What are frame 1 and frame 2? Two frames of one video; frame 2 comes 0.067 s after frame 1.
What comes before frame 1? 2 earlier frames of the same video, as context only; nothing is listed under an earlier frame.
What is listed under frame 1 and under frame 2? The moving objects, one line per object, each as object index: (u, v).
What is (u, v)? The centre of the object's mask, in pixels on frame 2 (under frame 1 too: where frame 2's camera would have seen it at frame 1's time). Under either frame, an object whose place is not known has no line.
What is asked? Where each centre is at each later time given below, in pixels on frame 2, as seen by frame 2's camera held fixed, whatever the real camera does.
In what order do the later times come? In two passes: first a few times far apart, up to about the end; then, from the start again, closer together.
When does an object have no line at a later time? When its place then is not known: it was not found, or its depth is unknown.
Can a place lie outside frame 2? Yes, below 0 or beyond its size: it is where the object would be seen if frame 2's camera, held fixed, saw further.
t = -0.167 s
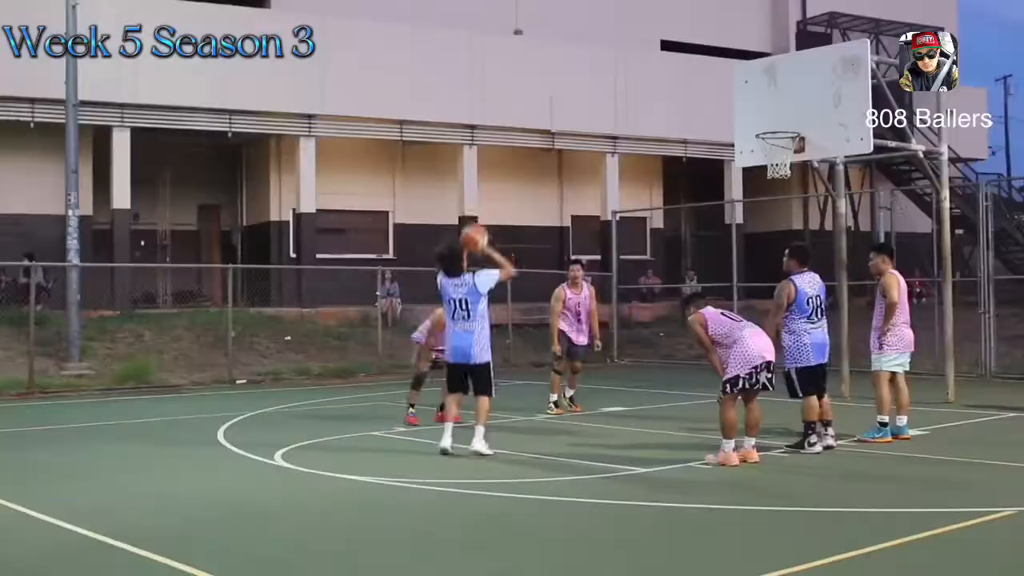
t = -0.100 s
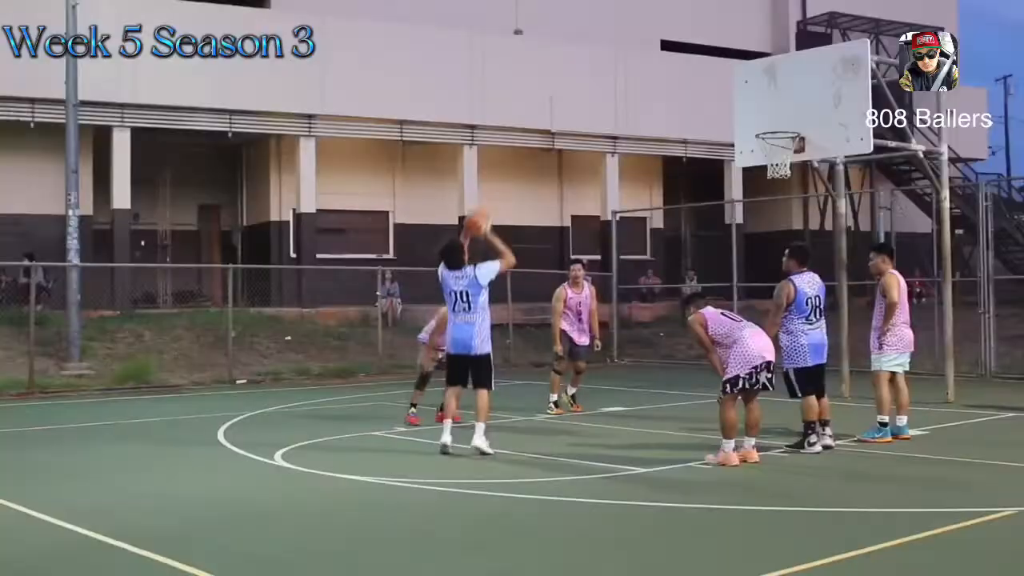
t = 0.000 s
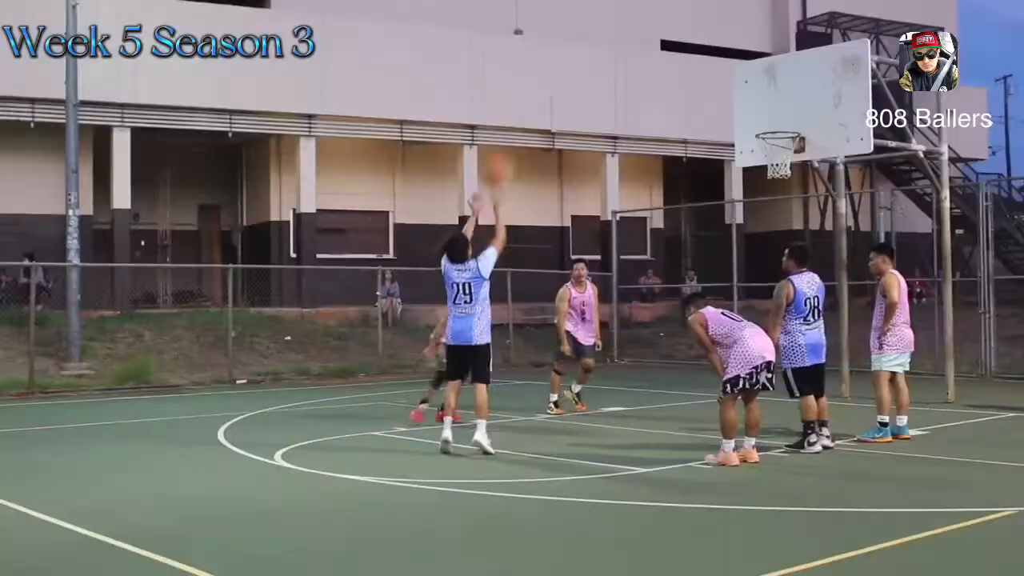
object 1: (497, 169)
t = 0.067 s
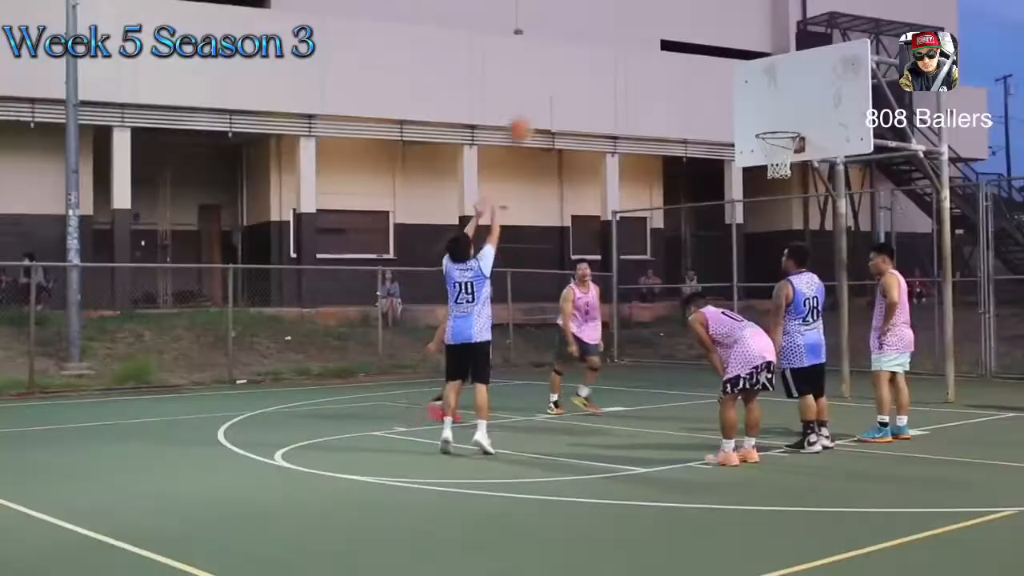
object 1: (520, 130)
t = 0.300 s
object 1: (589, 36)
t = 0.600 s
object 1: (669, 7)
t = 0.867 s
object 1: (736, 48)
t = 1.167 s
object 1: (774, 159)
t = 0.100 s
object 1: (529, 113)
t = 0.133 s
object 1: (539, 96)
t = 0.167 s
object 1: (549, 81)
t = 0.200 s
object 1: (559, 67)
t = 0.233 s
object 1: (570, 55)
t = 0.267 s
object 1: (580, 45)
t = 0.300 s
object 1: (589, 36)
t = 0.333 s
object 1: (598, 28)
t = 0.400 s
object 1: (617, 14)
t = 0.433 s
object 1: (626, 10)
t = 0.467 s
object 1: (635, 8)
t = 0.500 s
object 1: (643, 7)
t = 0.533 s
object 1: (652, 7)
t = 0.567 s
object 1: (660, 7)
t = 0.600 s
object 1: (669, 7)
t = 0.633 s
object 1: (678, 8)
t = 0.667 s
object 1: (686, 10)
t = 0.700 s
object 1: (694, 12)
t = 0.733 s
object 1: (703, 18)
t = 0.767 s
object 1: (711, 24)
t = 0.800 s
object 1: (719, 31)
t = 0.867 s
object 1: (736, 48)
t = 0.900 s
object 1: (742, 58)
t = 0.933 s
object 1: (750, 68)
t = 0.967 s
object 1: (757, 81)
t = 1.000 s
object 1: (764, 92)
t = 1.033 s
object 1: (772, 105)
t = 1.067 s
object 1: (780, 119)
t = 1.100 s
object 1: (786, 134)
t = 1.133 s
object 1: (785, 147)
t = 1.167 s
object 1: (774, 159)
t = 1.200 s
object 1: (775, 174)
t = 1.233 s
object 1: (770, 181)
